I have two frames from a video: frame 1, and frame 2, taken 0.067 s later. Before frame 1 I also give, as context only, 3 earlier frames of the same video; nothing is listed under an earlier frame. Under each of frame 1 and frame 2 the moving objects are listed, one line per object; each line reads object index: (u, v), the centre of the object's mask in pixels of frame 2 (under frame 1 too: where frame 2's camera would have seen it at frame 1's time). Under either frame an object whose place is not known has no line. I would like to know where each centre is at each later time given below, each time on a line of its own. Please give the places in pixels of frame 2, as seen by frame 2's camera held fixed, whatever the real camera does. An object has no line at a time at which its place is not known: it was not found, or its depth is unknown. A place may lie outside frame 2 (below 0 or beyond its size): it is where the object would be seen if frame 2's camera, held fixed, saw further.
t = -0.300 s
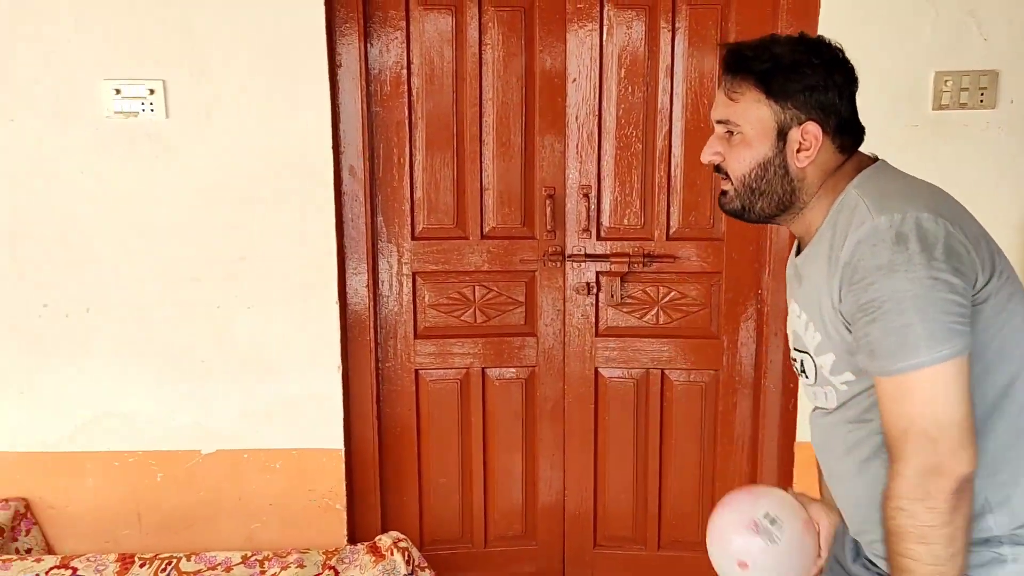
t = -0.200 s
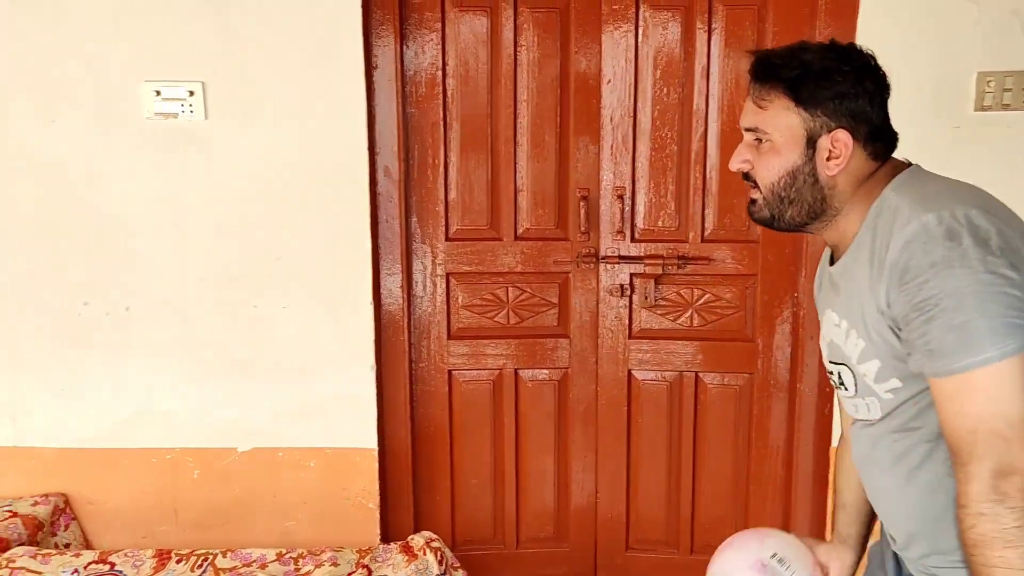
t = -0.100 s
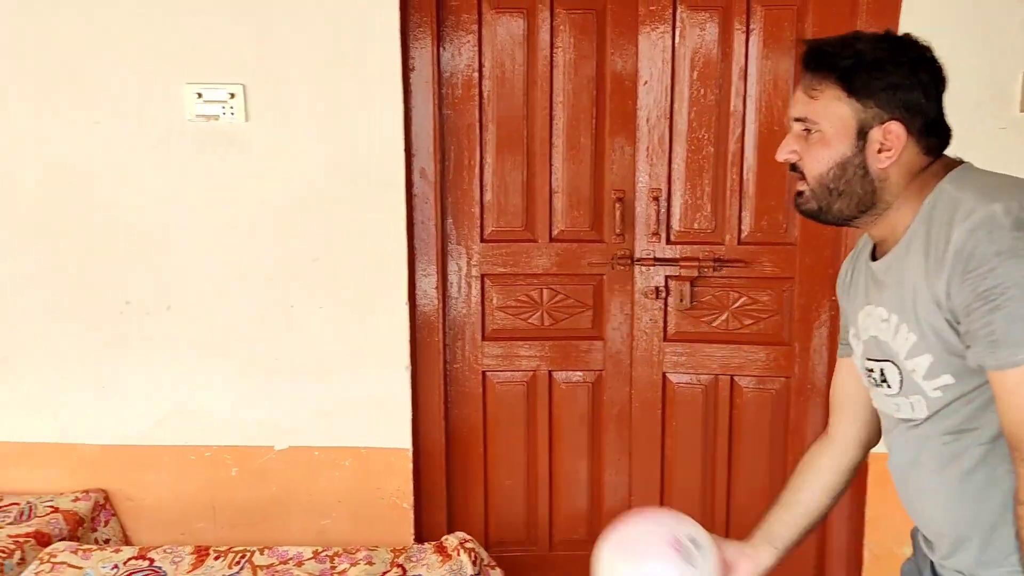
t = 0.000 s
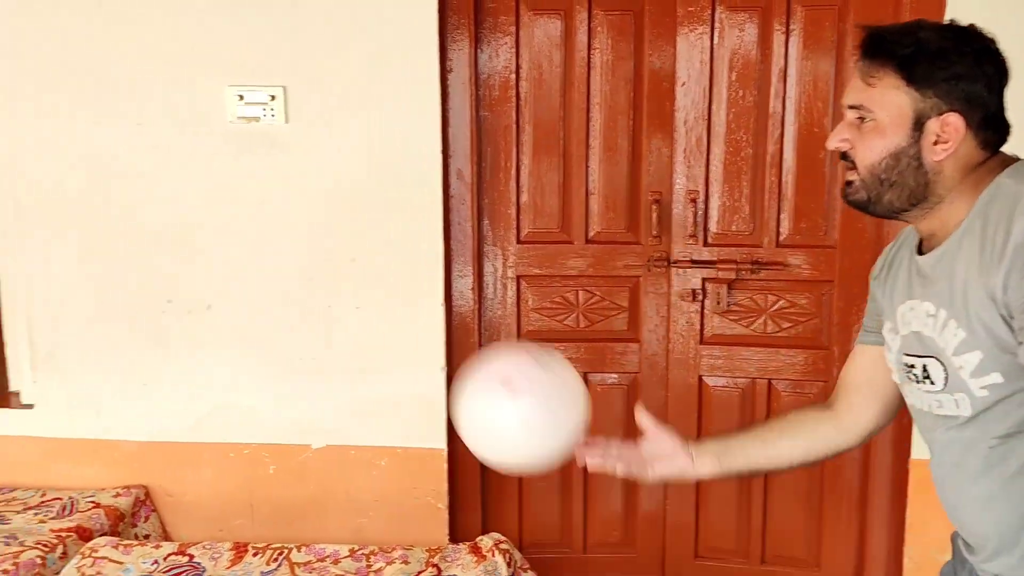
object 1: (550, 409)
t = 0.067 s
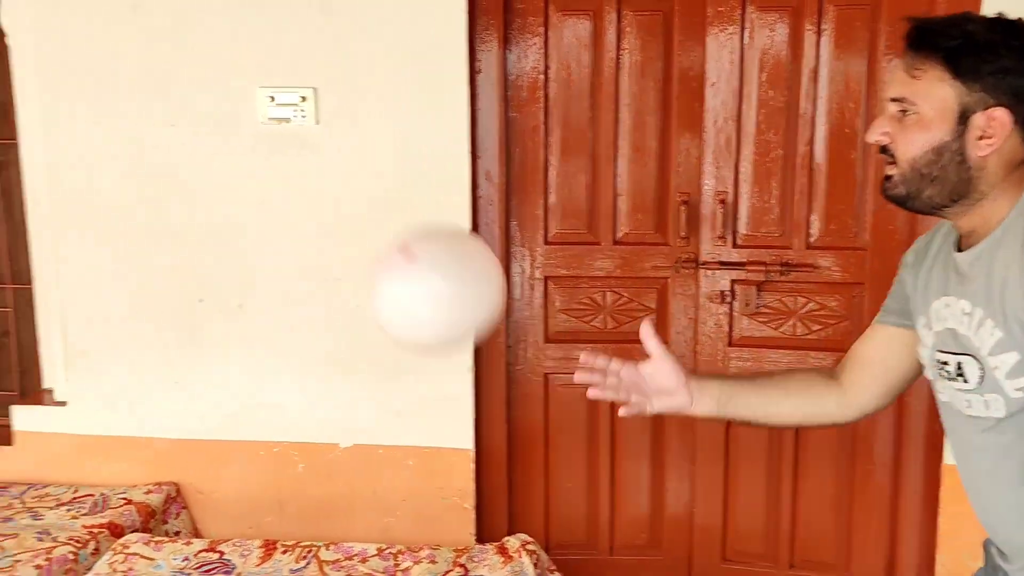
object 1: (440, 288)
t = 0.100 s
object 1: (380, 234)
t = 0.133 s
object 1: (322, 187)
